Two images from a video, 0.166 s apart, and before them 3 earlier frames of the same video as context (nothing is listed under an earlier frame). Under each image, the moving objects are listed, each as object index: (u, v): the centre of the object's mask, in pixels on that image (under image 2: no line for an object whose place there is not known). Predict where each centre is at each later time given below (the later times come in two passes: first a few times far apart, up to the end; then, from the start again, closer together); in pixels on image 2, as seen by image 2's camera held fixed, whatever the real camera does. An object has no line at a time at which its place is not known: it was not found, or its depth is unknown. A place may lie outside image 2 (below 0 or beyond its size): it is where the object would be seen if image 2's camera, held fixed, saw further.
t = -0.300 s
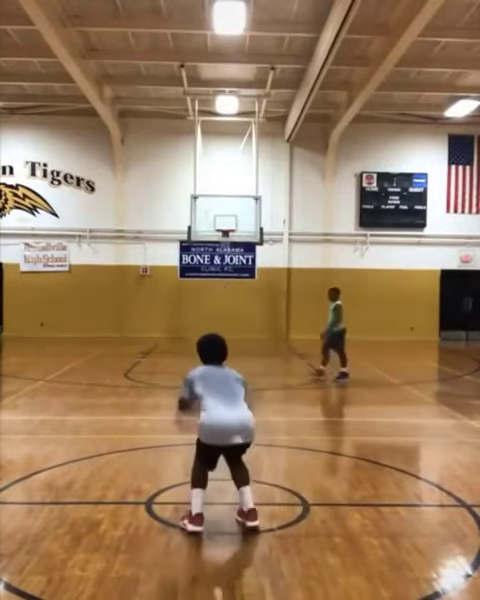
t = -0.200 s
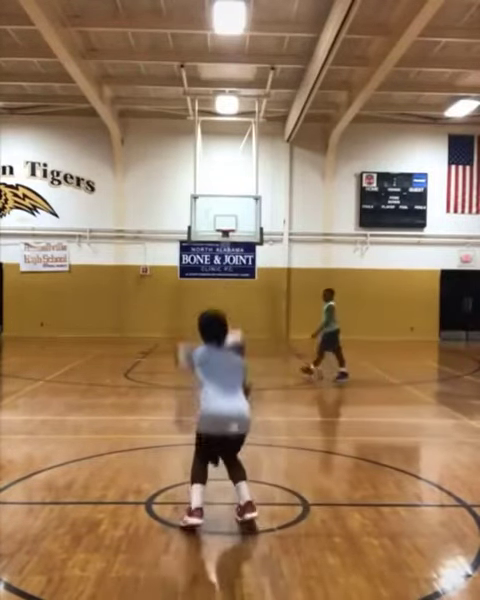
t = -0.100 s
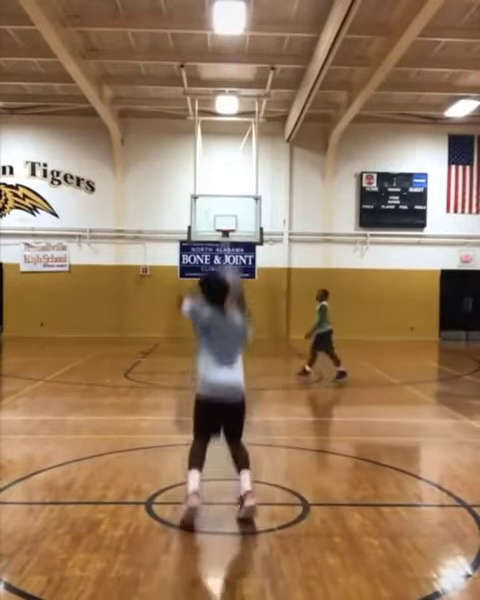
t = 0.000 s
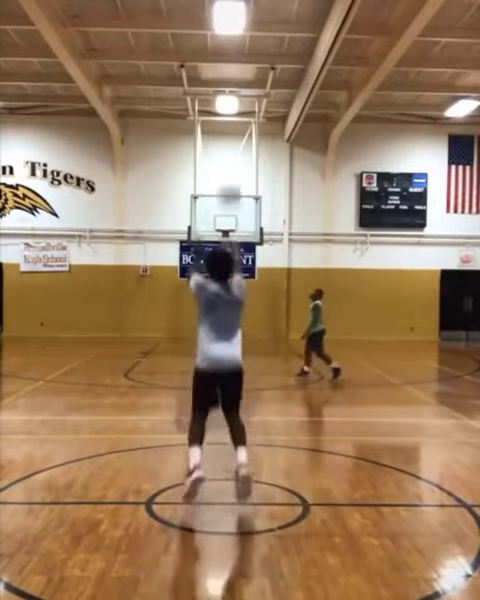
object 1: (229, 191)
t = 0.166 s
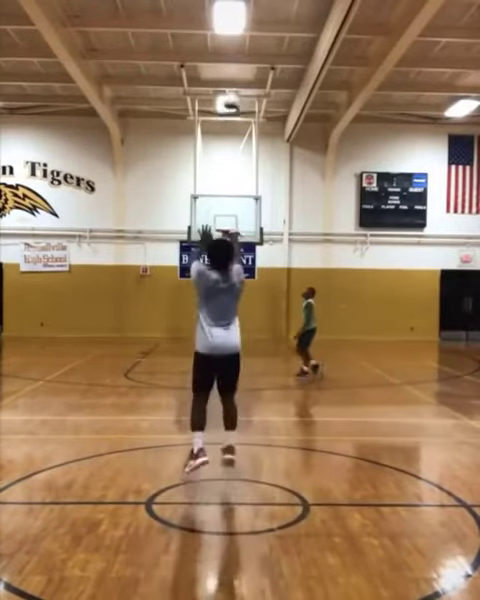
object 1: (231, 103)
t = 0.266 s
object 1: (230, 72)
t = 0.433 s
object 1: (232, 53)
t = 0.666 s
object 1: (232, 55)
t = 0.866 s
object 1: (232, 80)
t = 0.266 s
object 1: (230, 72)
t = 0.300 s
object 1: (231, 65)
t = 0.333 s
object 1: (231, 61)
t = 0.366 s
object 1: (231, 57)
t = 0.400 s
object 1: (232, 54)
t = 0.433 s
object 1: (232, 53)
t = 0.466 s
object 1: (231, 50)
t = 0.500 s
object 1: (232, 49)
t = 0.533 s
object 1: (231, 49)
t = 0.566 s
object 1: (231, 47)
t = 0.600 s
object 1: (232, 49)
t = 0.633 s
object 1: (231, 52)
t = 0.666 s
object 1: (232, 55)
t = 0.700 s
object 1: (232, 59)
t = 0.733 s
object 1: (232, 62)
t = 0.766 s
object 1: (231, 66)
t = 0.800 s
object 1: (232, 71)
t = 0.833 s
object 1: (232, 73)
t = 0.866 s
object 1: (232, 80)
